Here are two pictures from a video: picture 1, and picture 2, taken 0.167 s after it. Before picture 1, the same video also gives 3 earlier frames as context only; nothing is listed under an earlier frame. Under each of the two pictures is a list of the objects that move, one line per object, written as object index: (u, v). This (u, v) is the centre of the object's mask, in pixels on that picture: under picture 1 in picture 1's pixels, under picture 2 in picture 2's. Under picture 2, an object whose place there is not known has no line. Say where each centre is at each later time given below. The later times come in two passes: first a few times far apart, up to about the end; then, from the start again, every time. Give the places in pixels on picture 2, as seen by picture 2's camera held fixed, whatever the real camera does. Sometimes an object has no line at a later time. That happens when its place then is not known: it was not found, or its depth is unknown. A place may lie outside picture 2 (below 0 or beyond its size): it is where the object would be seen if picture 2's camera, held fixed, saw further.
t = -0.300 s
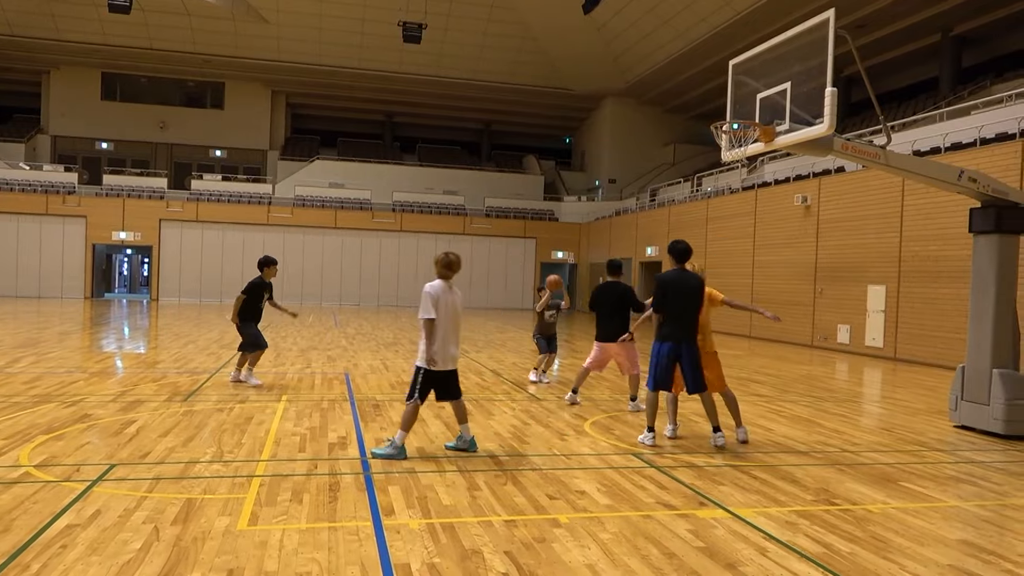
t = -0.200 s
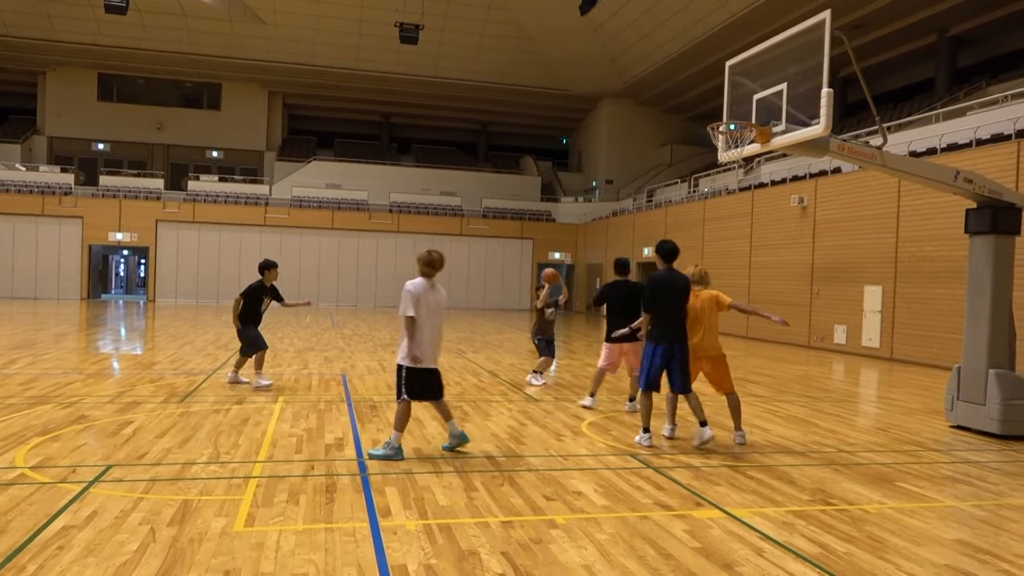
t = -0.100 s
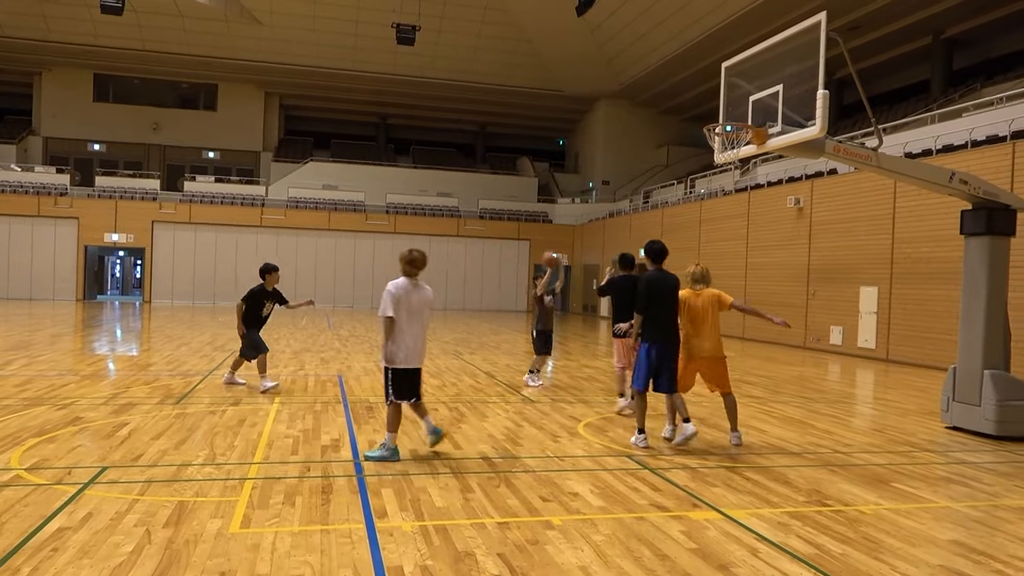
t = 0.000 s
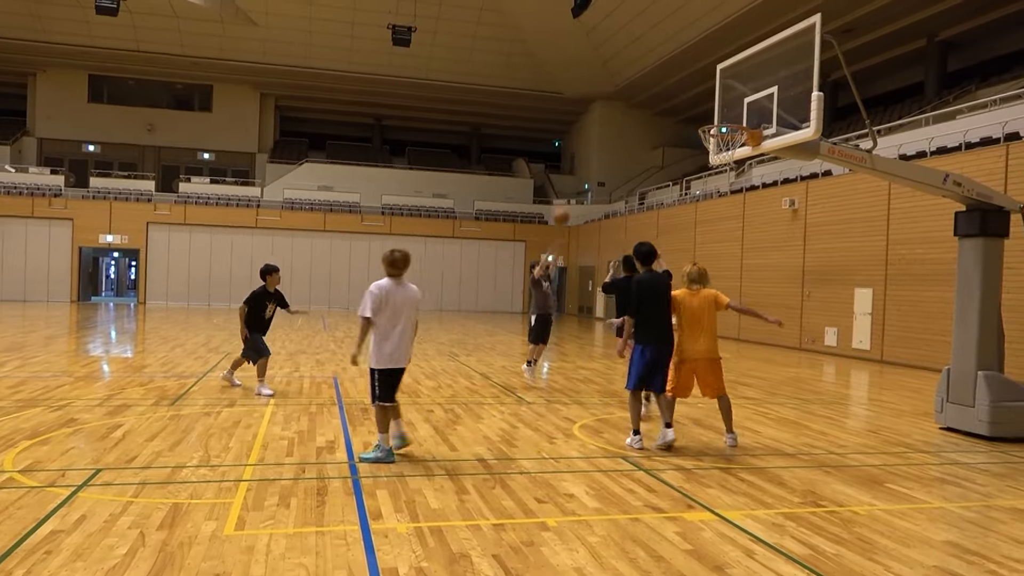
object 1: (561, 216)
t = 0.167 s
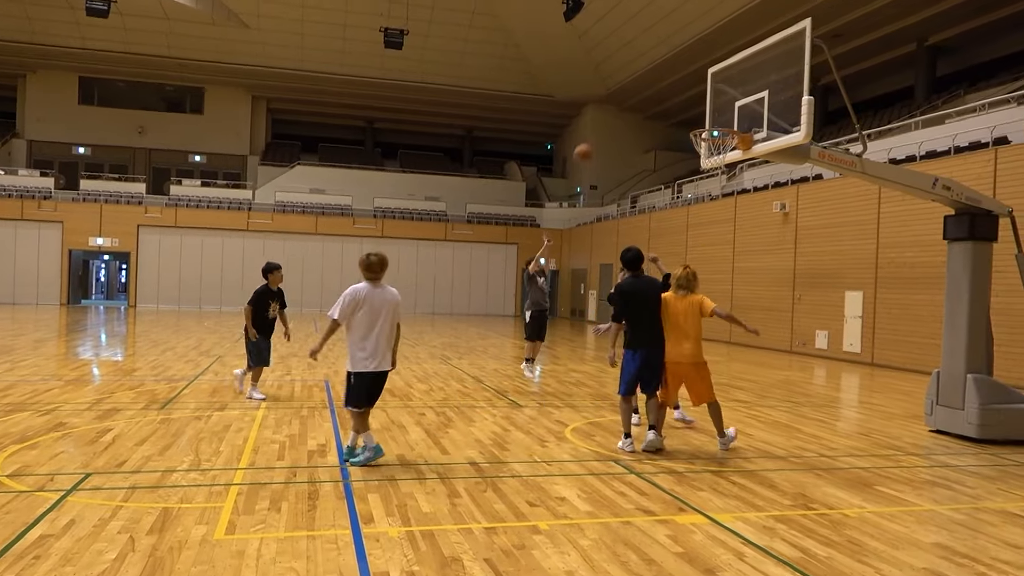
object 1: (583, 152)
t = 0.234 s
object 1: (596, 130)
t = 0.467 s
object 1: (644, 77)
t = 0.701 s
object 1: (699, 61)
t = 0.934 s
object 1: (753, 95)
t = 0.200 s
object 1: (589, 140)
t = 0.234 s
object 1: (596, 130)
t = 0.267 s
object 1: (602, 120)
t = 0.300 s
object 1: (609, 113)
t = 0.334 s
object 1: (616, 104)
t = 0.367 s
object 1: (622, 96)
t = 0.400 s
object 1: (629, 89)
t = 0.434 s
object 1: (636, 83)
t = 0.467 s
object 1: (644, 77)
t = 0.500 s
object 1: (651, 72)
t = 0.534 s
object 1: (658, 68)
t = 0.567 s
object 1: (666, 64)
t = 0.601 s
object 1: (674, 62)
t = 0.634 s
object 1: (682, 61)
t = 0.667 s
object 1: (690, 61)
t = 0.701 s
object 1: (699, 61)
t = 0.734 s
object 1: (707, 62)
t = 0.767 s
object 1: (716, 66)
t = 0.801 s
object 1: (725, 71)
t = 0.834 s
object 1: (734, 75)
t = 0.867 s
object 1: (742, 81)
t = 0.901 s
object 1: (750, 88)
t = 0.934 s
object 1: (753, 95)
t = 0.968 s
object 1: (755, 103)
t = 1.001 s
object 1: (757, 113)
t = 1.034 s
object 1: (758, 122)
